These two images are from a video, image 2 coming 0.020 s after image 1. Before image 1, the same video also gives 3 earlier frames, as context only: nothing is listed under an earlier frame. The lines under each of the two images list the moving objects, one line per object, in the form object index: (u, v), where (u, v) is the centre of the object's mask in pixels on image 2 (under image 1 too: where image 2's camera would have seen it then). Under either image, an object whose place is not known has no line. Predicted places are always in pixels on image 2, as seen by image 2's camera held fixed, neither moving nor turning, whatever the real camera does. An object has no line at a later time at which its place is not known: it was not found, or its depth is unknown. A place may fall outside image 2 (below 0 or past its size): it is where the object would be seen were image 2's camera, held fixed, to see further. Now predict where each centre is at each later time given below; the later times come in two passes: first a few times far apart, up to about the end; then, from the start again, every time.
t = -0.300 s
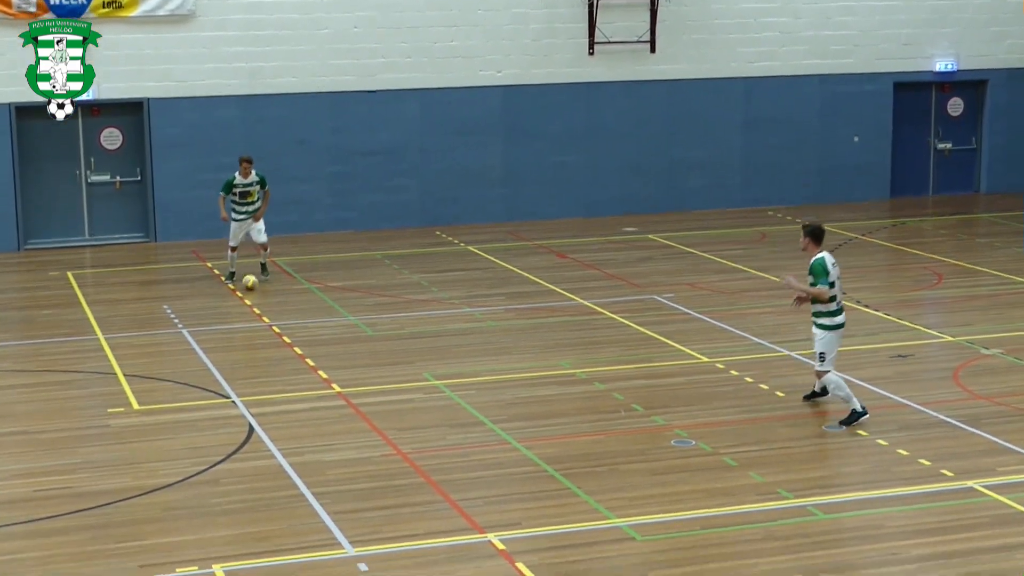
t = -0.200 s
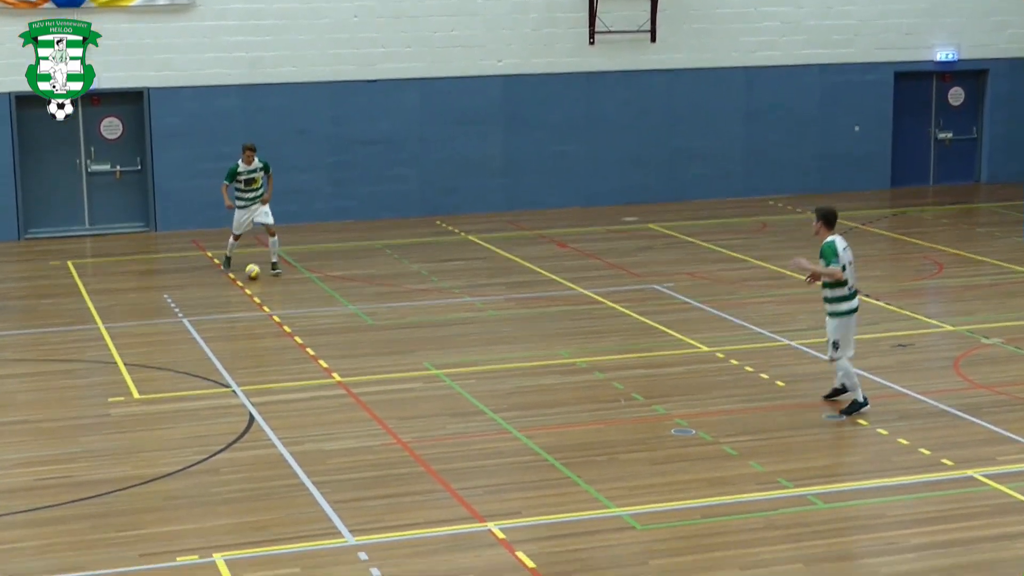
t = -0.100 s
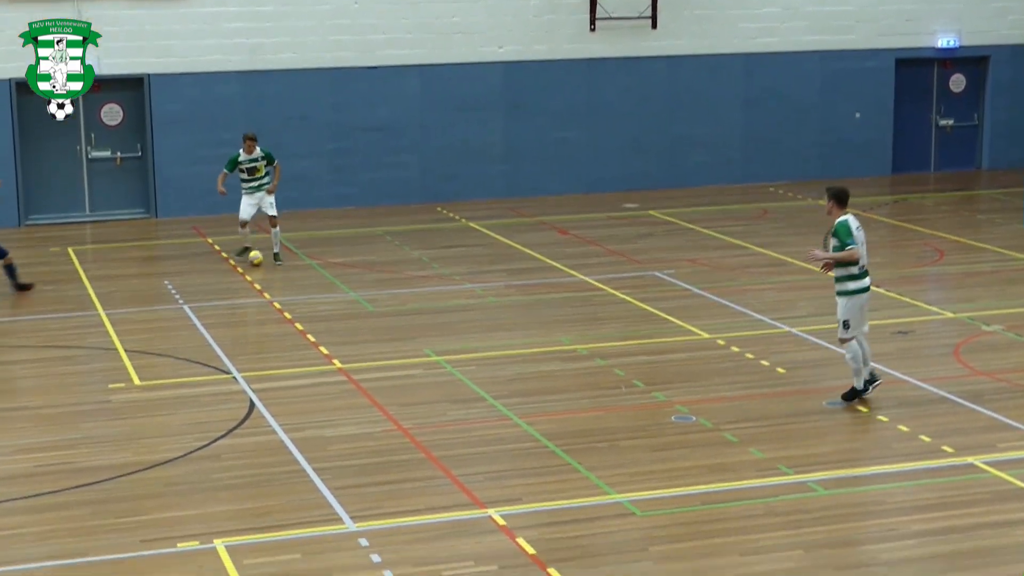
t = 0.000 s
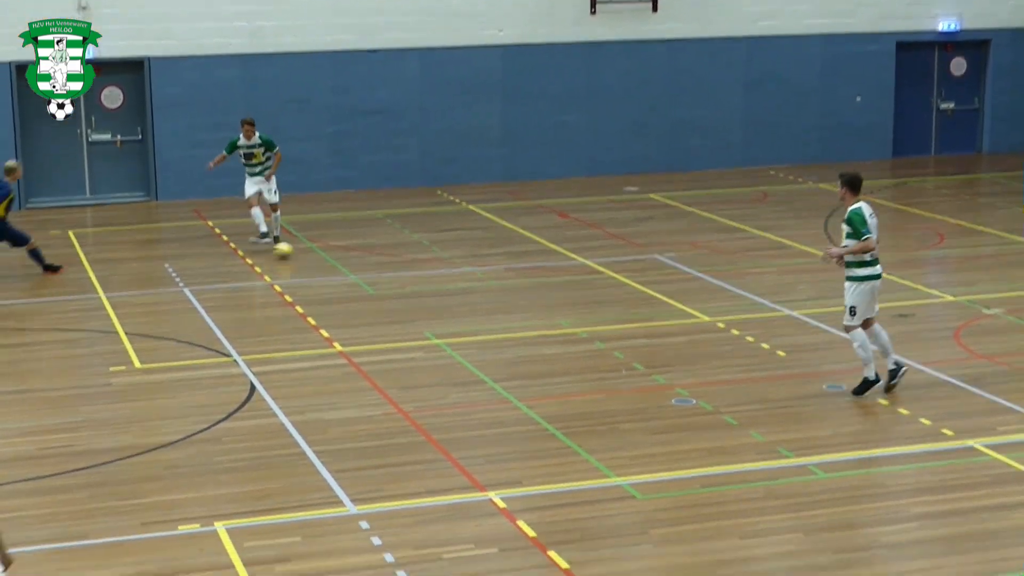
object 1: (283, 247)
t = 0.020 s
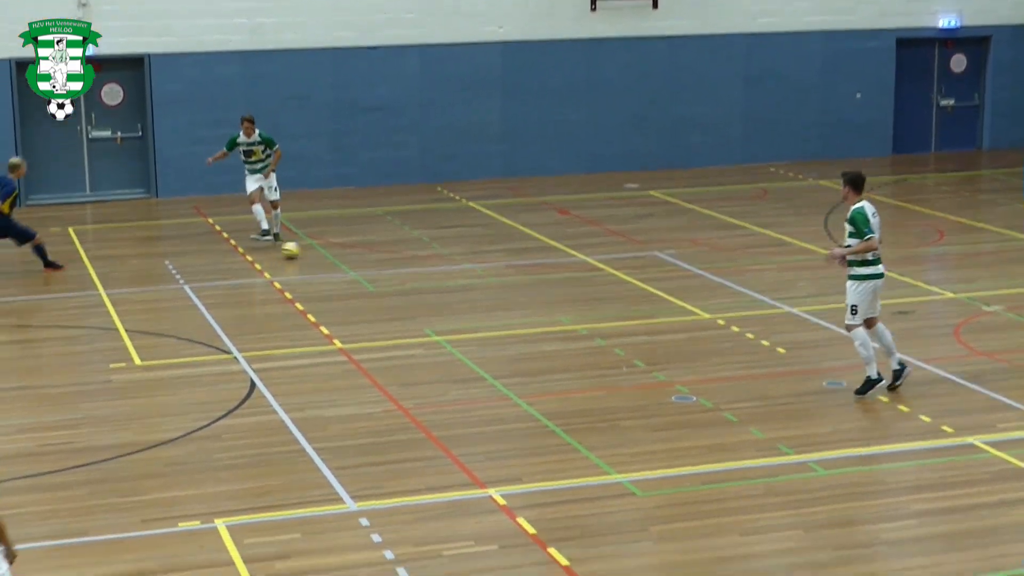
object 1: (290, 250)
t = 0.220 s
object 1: (371, 282)
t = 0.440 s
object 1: (466, 318)
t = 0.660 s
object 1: (573, 356)
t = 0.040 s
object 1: (298, 254)
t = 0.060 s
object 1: (306, 257)
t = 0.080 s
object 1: (314, 260)
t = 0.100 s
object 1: (321, 263)
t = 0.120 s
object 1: (330, 266)
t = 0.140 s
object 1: (338, 269)
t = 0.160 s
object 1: (346, 272)
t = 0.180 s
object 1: (355, 275)
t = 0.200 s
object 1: (363, 279)
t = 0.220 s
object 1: (371, 282)
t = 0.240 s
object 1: (379, 285)
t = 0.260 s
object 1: (388, 288)
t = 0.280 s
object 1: (396, 291)
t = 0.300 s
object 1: (404, 294)
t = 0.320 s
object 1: (413, 298)
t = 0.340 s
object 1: (422, 301)
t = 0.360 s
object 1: (431, 304)
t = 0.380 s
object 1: (440, 307)
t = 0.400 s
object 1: (448, 310)
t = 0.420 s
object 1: (458, 314)
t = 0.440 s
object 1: (466, 318)
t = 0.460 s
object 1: (476, 321)
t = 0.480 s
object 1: (485, 324)
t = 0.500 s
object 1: (495, 327)
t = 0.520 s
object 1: (505, 331)
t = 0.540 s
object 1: (514, 335)
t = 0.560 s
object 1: (524, 339)
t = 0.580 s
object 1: (533, 342)
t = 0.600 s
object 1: (543, 346)
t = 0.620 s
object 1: (552, 349)
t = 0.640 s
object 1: (563, 352)
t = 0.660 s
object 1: (573, 356)
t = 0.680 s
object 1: (583, 360)
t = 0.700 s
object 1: (592, 365)
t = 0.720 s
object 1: (603, 368)
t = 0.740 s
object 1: (613, 371)
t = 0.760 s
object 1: (624, 375)
